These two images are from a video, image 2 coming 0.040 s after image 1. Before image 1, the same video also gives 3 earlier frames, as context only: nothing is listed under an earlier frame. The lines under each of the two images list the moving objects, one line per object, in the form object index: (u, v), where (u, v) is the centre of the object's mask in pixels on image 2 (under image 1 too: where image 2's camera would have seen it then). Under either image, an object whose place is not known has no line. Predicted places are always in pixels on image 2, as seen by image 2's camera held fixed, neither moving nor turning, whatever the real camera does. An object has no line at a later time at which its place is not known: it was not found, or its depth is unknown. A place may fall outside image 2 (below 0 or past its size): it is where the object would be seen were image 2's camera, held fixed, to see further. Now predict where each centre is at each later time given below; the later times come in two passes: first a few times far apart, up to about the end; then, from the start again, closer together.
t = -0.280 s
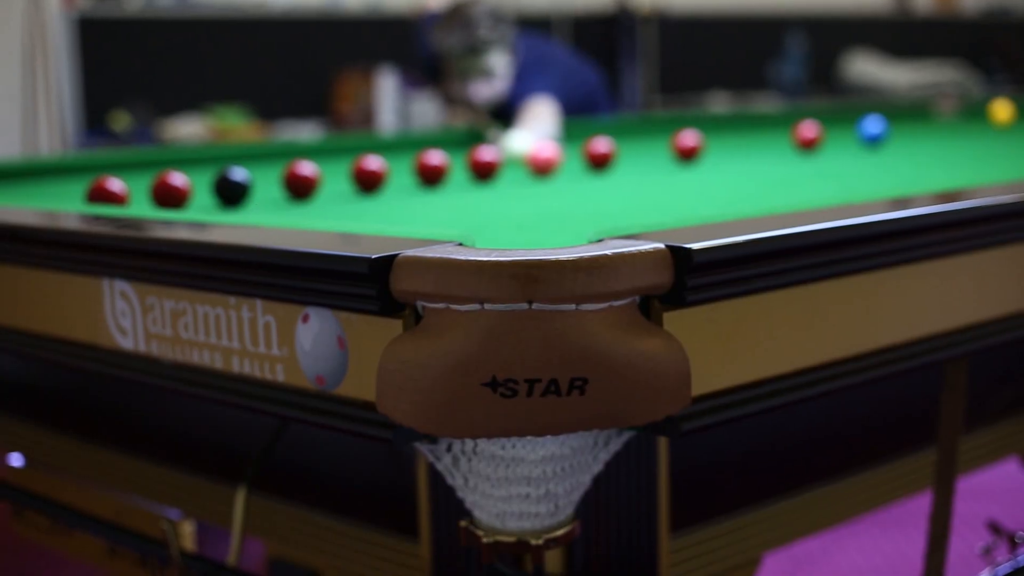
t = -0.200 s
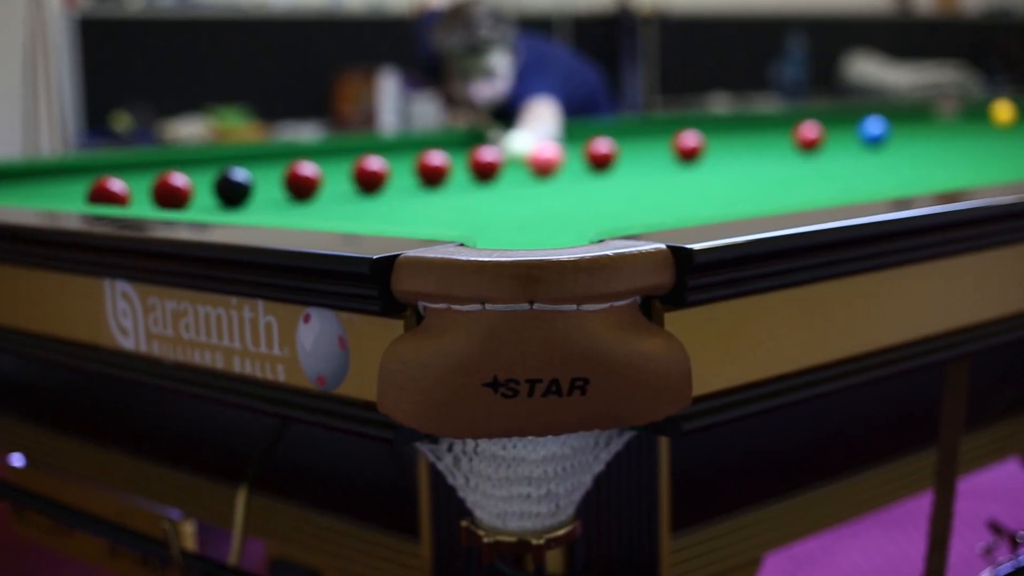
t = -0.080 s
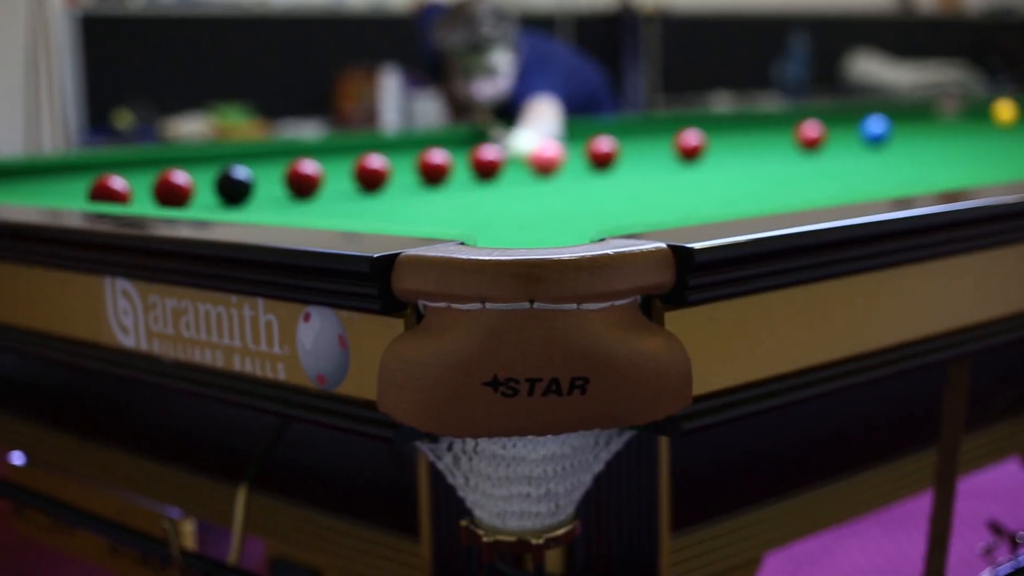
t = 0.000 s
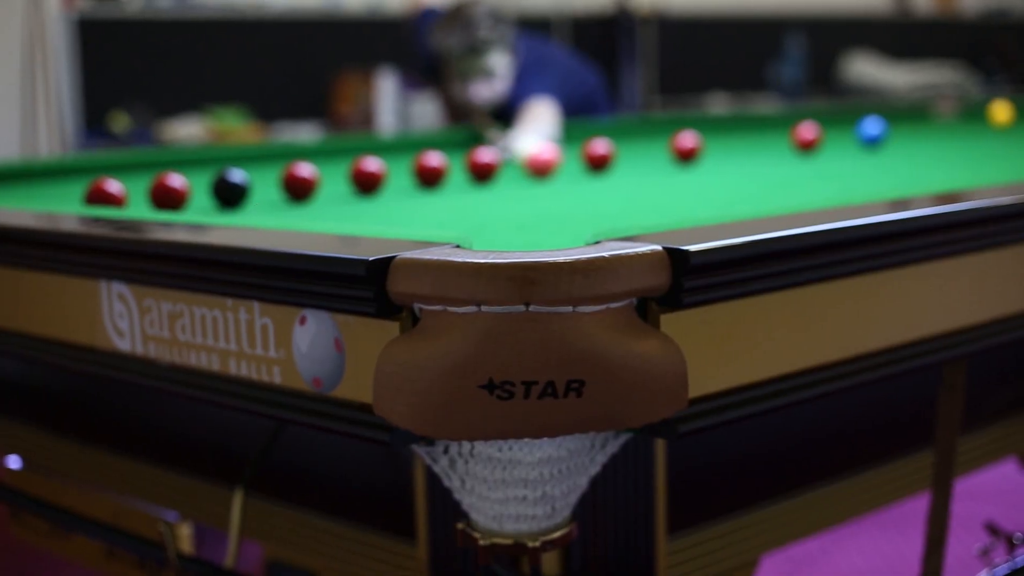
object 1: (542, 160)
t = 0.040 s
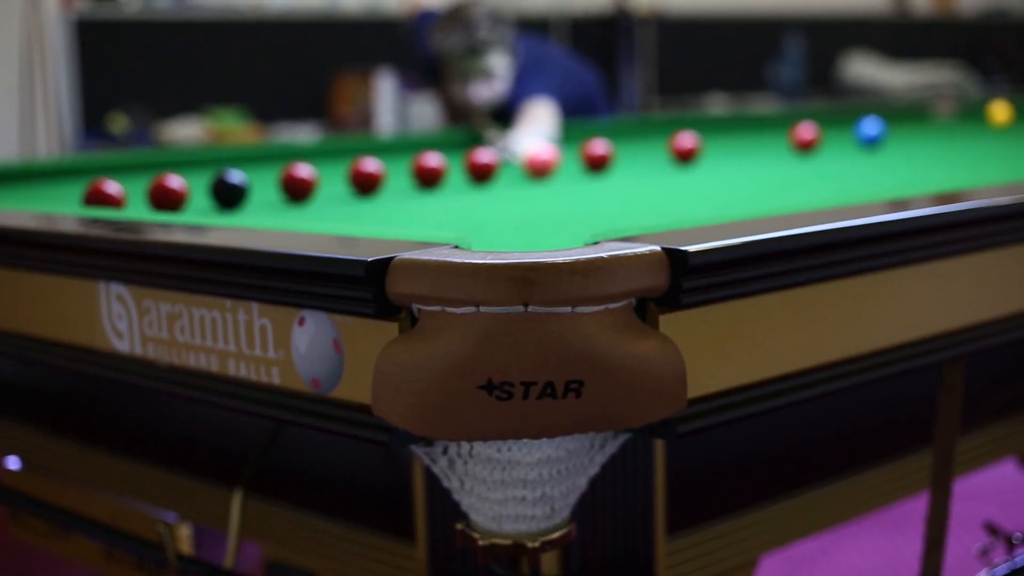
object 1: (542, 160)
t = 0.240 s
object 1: (540, 168)
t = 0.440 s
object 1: (541, 176)
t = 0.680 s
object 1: (542, 191)
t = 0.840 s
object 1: (543, 202)
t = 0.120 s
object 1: (541, 161)
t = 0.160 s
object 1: (540, 163)
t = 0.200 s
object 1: (540, 166)
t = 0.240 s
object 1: (540, 168)
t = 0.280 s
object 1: (540, 169)
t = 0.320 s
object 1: (541, 171)
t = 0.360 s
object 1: (541, 173)
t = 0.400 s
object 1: (541, 175)
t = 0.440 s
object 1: (541, 176)
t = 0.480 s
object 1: (541, 179)
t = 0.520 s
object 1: (542, 181)
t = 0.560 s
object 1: (542, 183)
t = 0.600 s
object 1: (542, 186)
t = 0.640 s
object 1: (542, 188)
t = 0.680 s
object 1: (542, 191)
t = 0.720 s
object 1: (542, 193)
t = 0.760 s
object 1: (542, 196)
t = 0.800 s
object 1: (542, 199)
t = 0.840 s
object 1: (543, 202)
